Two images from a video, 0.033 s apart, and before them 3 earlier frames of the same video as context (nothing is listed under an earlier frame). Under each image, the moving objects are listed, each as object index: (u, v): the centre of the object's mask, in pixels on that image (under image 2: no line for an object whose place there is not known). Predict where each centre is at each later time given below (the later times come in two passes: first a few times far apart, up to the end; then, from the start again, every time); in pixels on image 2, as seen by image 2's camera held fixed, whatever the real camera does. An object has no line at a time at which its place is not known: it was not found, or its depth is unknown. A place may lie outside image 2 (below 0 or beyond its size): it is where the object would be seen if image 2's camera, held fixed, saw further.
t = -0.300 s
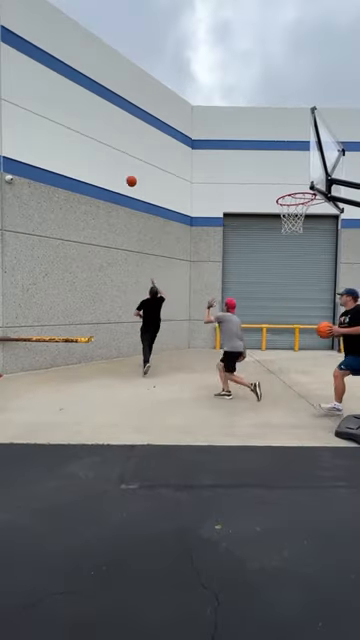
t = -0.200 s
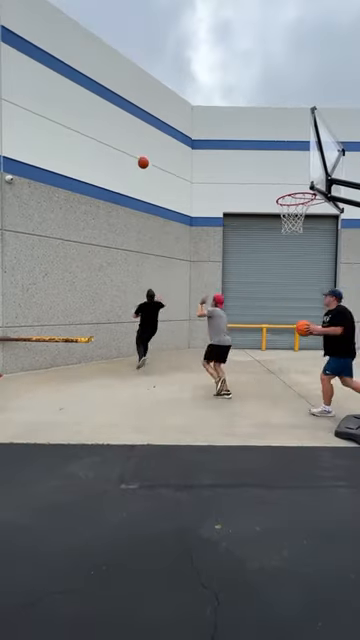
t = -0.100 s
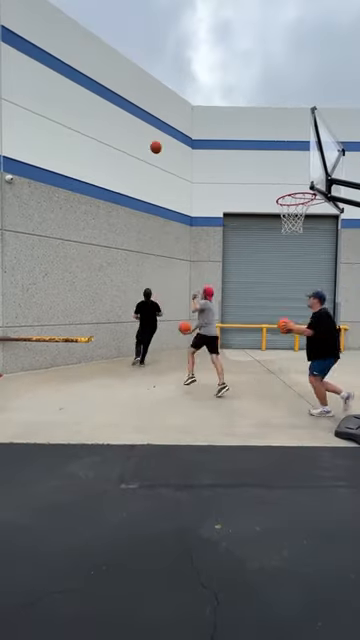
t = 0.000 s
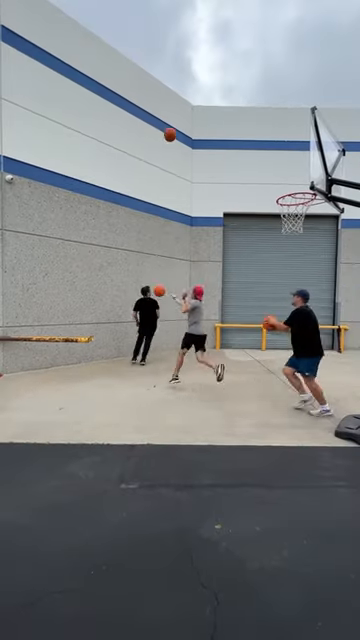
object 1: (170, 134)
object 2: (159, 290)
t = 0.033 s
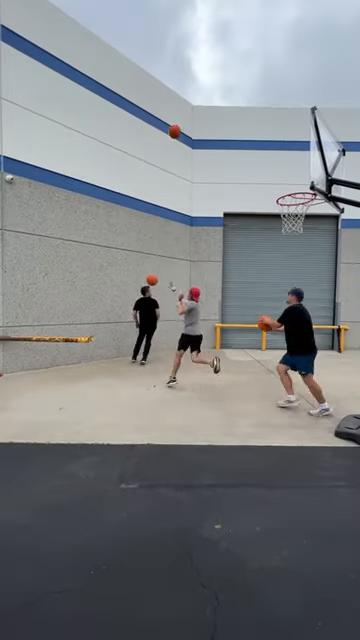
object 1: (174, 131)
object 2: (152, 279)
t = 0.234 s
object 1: (208, 122)
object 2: (114, 234)
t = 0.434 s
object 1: (250, 137)
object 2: (131, 202)
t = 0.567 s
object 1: (285, 164)
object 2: (152, 185)
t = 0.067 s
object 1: (180, 128)
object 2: (145, 269)
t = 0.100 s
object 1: (185, 126)
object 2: (138, 260)
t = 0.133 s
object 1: (190, 124)
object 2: (131, 253)
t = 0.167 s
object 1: (196, 123)
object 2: (125, 245)
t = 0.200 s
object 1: (202, 122)
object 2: (119, 239)
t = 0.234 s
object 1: (208, 122)
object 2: (114, 234)
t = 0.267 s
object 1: (214, 123)
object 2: (109, 229)
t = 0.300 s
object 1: (221, 124)
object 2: (113, 223)
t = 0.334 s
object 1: (228, 126)
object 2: (118, 217)
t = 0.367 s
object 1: (235, 129)
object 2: (122, 212)
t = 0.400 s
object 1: (242, 132)
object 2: (126, 207)
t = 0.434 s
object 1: (250, 137)
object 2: (131, 202)
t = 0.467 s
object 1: (258, 142)
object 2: (137, 197)
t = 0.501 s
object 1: (267, 148)
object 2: (141, 193)
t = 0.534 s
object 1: (276, 155)
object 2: (146, 189)
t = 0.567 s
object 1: (285, 164)
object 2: (152, 185)
